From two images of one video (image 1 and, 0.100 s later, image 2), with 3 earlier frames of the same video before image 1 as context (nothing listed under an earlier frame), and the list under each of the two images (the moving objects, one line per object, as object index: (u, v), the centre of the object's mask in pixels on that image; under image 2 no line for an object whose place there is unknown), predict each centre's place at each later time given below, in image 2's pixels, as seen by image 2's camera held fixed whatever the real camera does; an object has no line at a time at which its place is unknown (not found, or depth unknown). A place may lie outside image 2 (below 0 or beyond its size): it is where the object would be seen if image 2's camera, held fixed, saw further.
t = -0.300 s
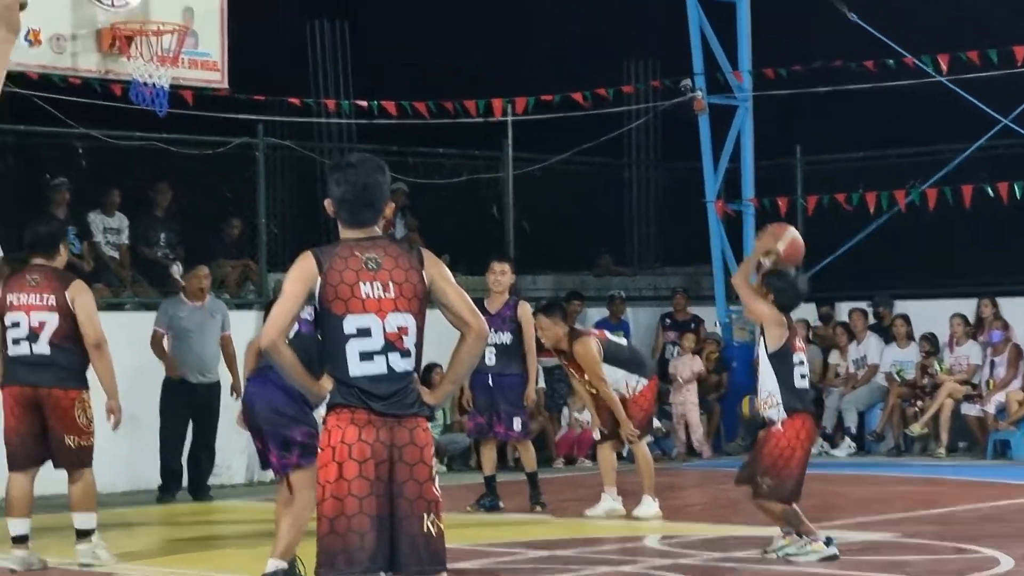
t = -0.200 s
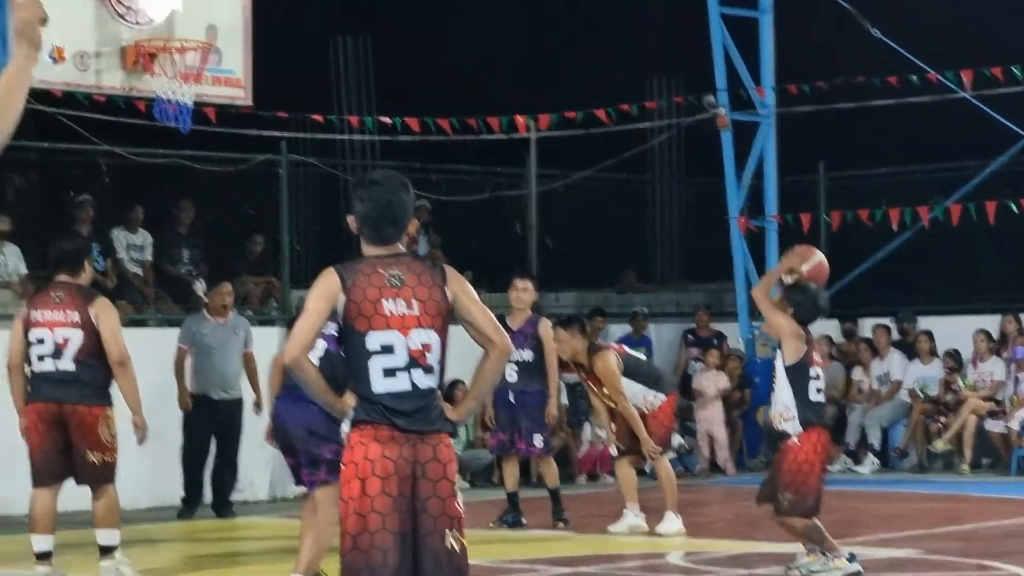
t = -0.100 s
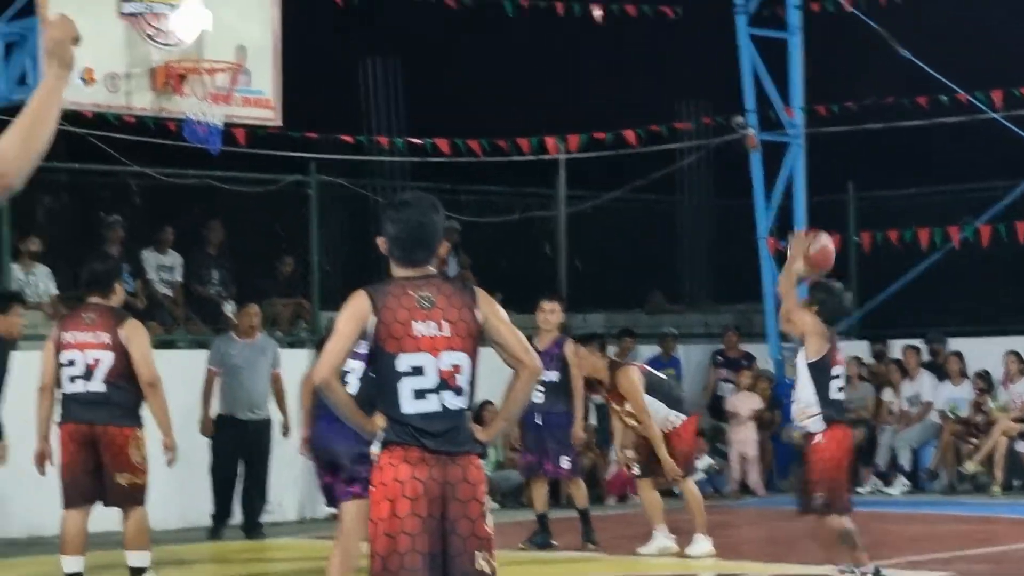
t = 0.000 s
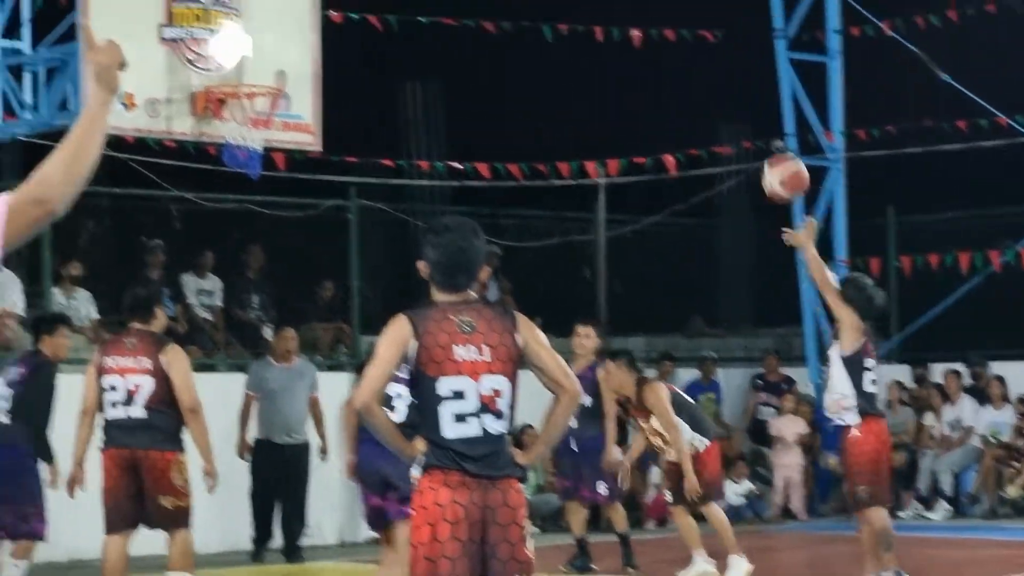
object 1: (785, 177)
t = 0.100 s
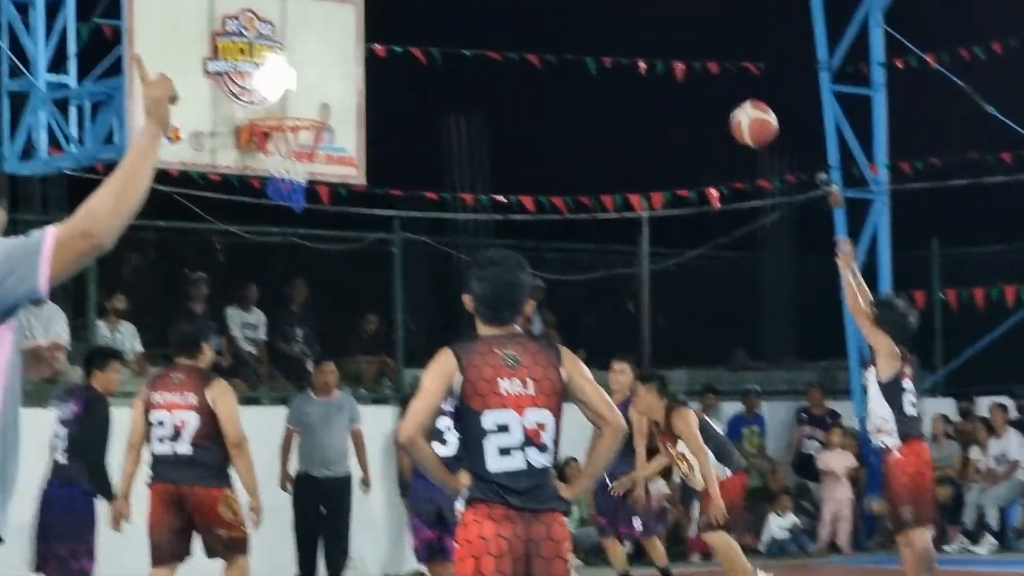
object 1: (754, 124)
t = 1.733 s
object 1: (515, 85)
